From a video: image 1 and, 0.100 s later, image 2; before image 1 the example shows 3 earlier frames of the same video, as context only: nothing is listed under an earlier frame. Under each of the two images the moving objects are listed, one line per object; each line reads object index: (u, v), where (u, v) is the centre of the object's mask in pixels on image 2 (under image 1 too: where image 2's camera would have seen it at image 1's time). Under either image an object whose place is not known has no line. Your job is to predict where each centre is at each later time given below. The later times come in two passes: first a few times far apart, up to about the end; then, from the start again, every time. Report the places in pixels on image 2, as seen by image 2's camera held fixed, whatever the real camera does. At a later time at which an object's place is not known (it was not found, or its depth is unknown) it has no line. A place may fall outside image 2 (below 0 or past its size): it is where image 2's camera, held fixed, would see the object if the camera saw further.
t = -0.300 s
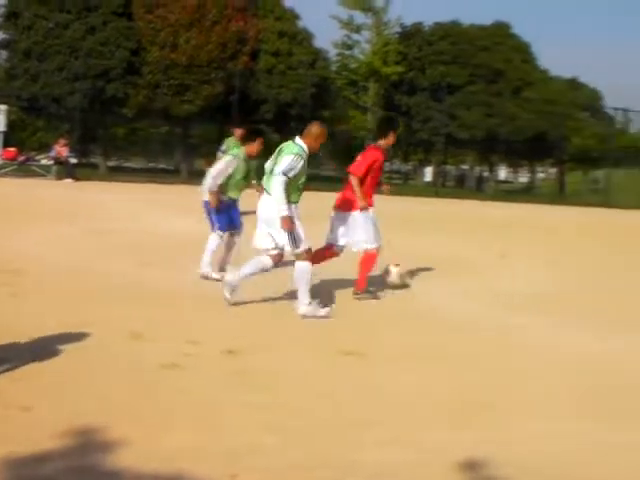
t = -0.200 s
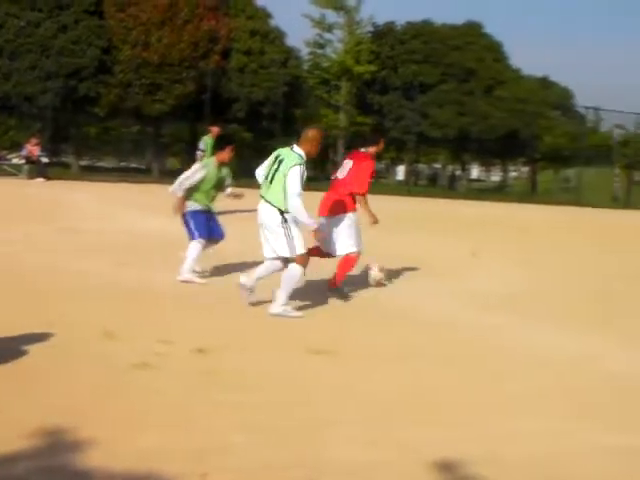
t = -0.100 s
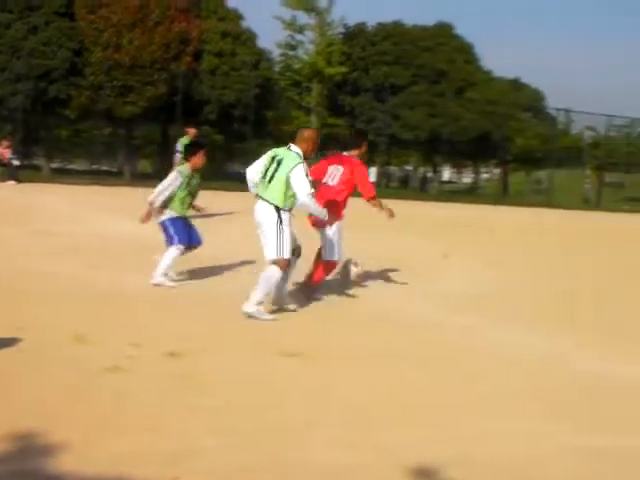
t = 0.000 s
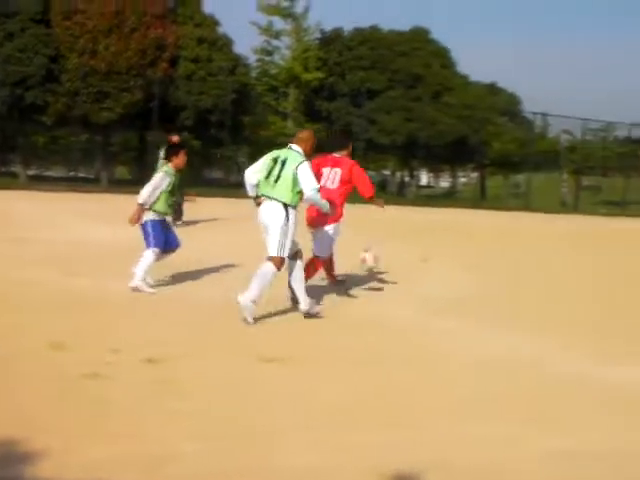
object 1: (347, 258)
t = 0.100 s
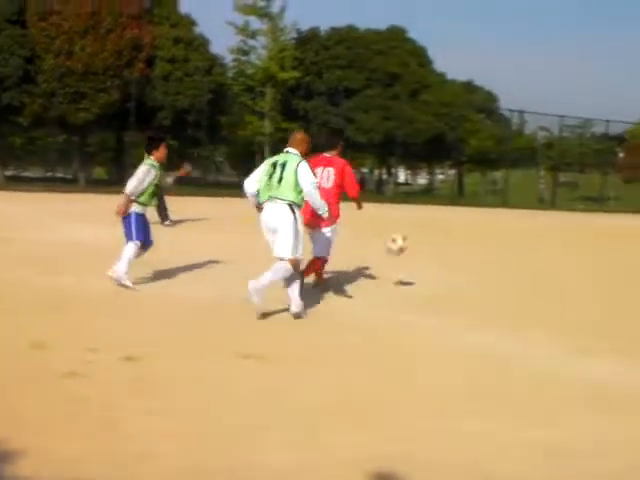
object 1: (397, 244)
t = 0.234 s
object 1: (459, 242)
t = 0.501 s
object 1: (568, 290)
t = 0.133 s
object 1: (411, 243)
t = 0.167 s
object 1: (428, 241)
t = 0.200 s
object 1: (445, 240)
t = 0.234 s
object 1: (459, 242)
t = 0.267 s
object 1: (473, 244)
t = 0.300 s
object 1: (489, 248)
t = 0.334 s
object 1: (503, 252)
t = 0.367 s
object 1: (517, 255)
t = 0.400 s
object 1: (531, 264)
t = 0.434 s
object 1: (544, 271)
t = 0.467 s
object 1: (556, 283)
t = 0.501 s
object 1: (568, 290)
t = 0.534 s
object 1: (577, 287)
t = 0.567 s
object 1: (584, 282)
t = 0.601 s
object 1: (593, 282)
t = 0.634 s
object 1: (602, 281)
